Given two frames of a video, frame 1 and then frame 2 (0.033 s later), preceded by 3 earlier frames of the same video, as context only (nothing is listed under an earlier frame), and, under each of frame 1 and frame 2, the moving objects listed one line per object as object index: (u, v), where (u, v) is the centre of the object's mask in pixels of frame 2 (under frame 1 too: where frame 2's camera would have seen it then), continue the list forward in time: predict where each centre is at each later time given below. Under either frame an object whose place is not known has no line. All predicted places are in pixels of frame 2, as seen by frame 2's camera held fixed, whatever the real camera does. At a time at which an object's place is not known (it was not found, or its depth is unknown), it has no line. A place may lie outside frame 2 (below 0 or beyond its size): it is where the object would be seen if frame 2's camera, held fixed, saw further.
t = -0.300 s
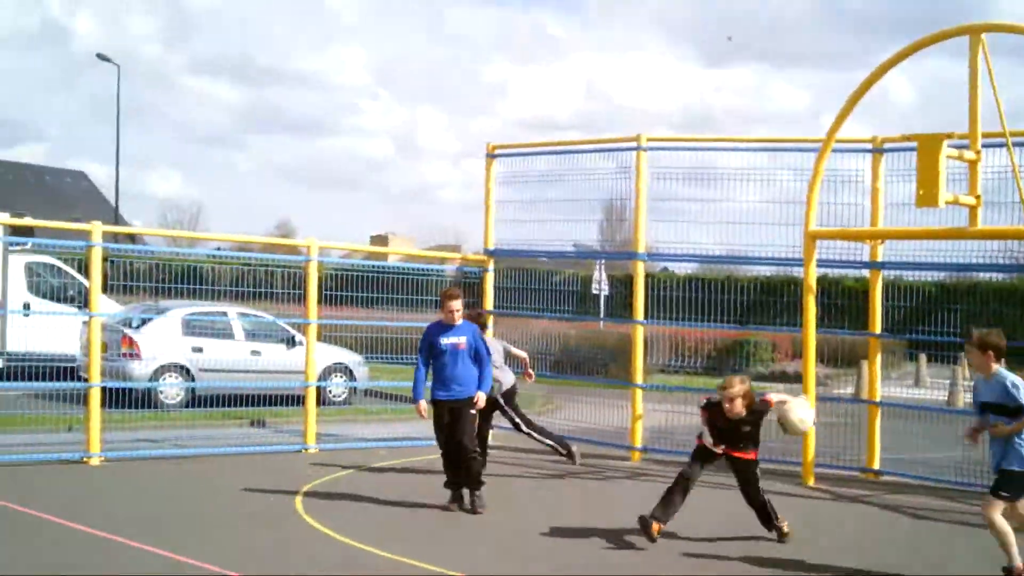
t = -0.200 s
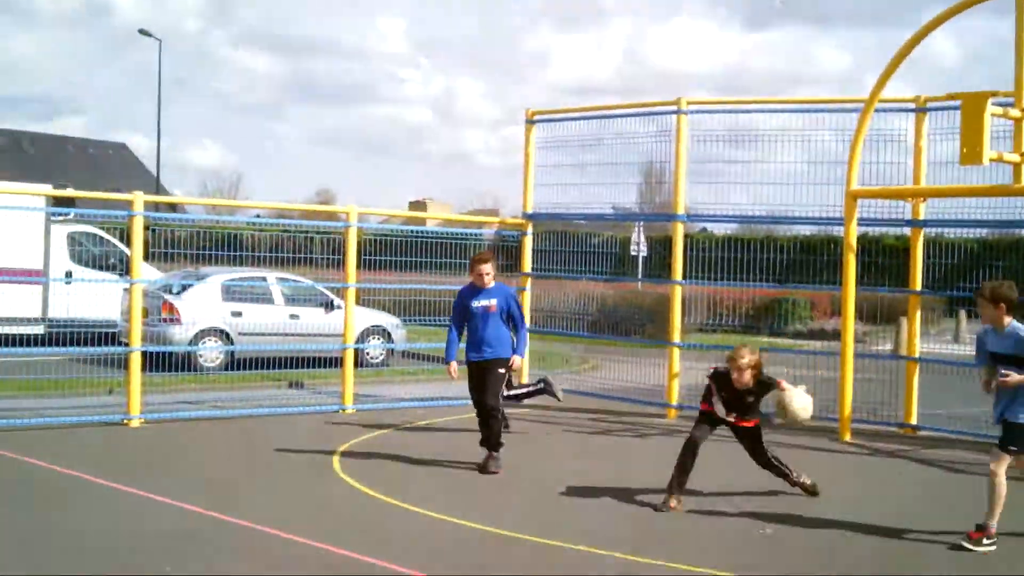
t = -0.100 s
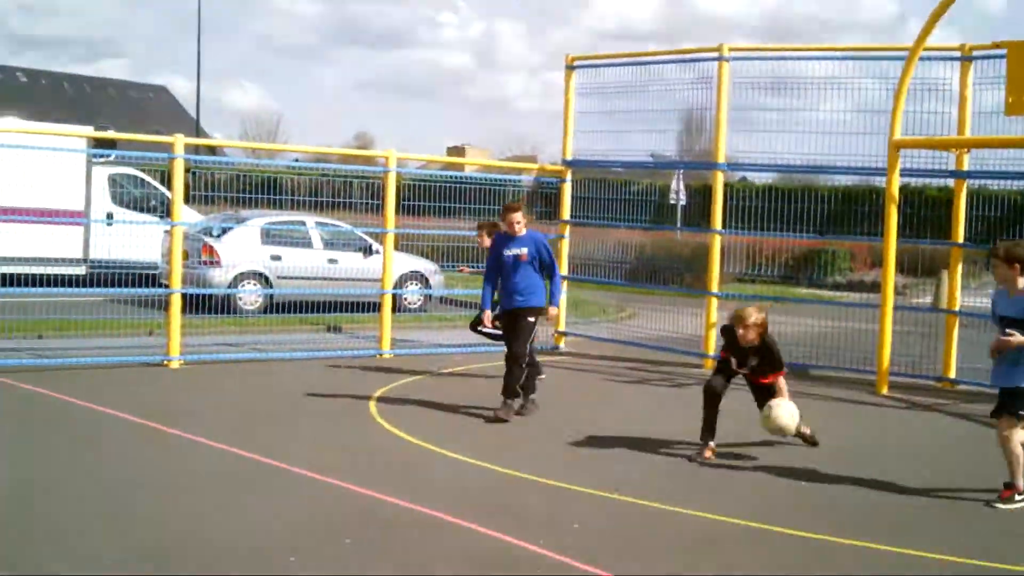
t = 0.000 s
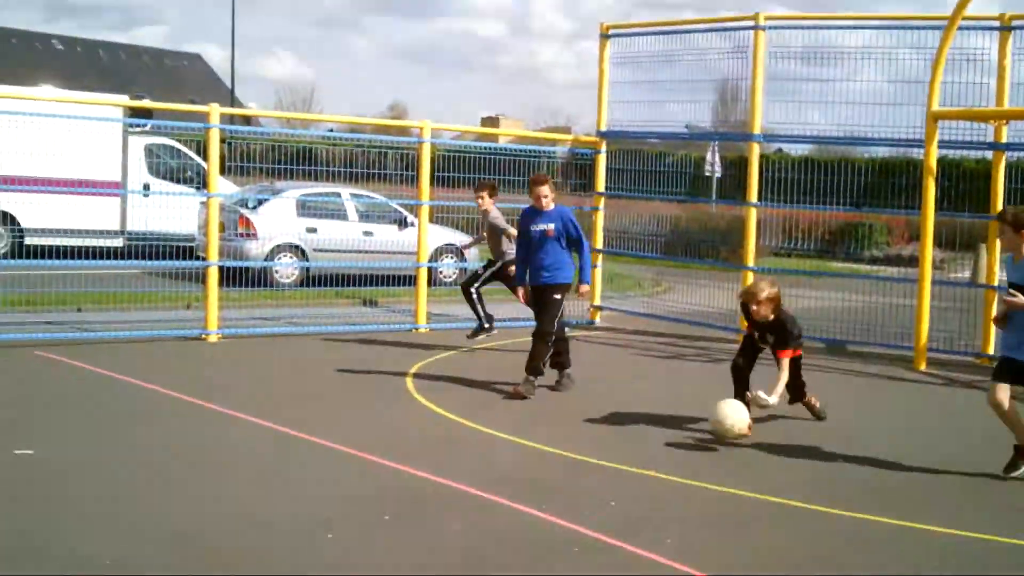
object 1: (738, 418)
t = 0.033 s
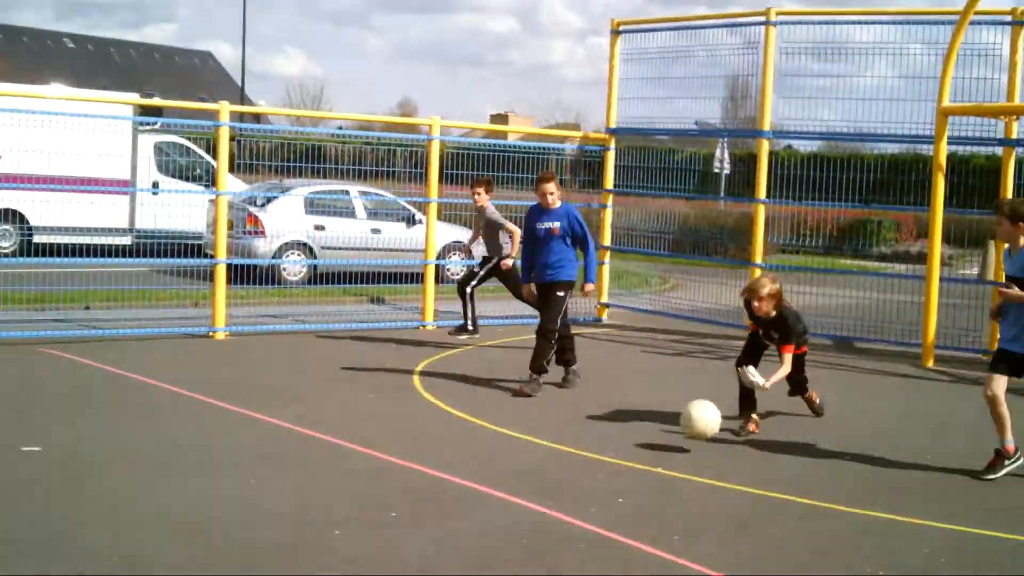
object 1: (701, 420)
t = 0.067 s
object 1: (665, 427)
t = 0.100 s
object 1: (627, 437)
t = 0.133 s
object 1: (584, 448)
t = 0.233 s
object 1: (491, 445)
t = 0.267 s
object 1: (457, 448)
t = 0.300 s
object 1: (421, 454)
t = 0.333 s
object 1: (385, 464)
